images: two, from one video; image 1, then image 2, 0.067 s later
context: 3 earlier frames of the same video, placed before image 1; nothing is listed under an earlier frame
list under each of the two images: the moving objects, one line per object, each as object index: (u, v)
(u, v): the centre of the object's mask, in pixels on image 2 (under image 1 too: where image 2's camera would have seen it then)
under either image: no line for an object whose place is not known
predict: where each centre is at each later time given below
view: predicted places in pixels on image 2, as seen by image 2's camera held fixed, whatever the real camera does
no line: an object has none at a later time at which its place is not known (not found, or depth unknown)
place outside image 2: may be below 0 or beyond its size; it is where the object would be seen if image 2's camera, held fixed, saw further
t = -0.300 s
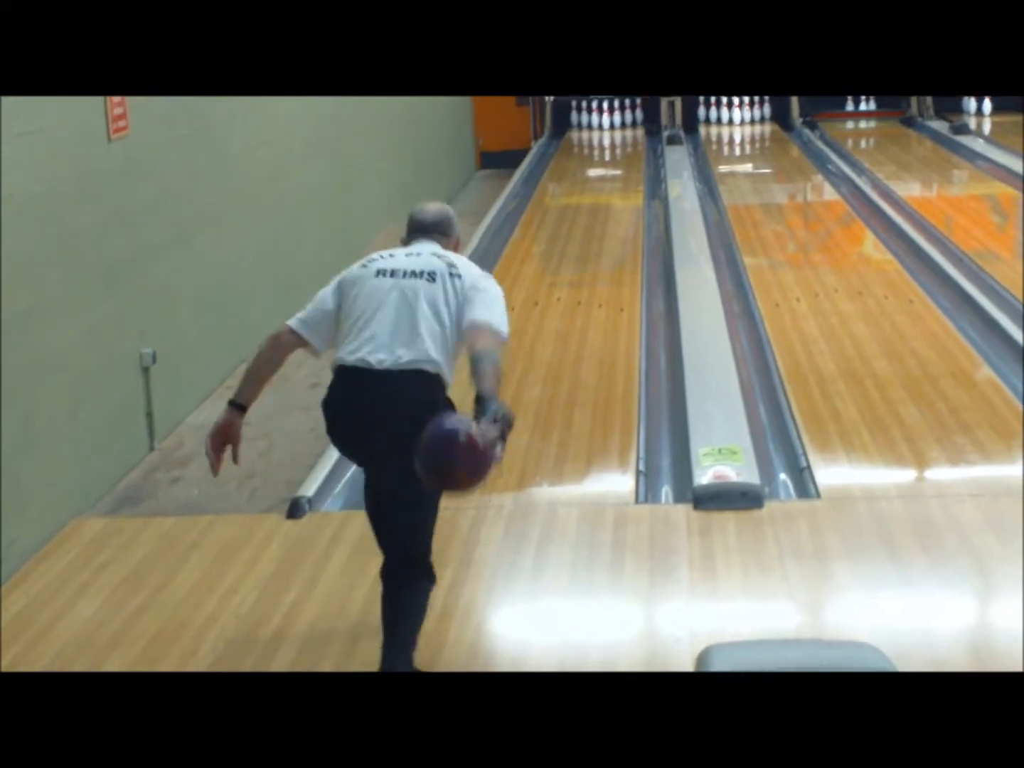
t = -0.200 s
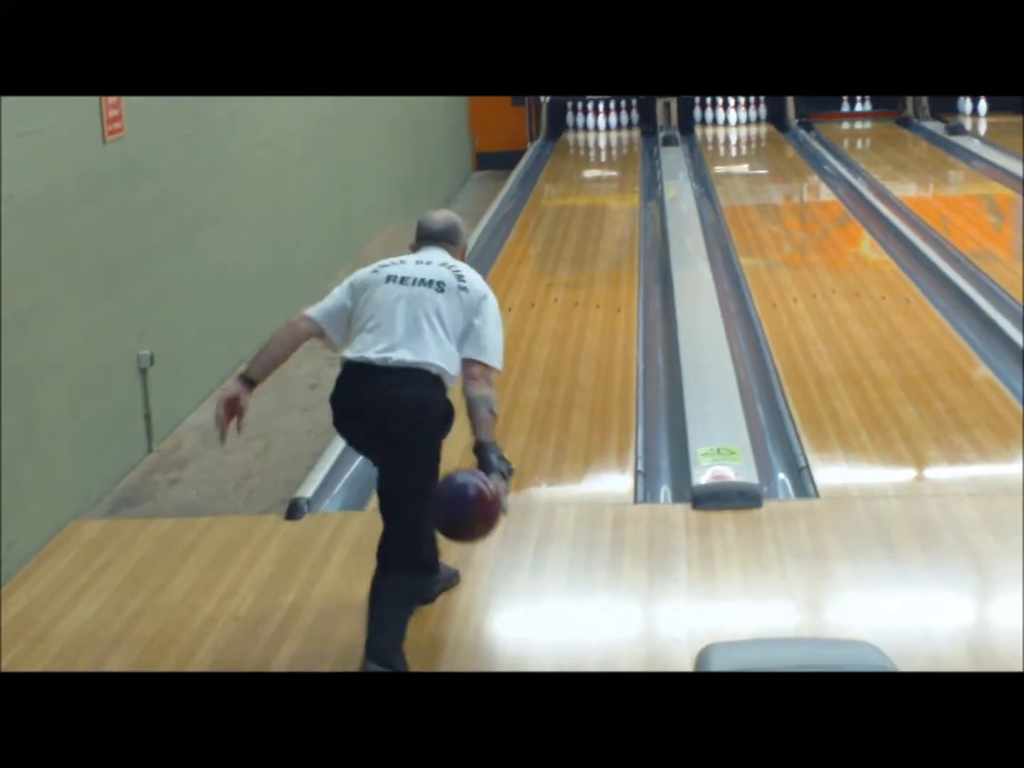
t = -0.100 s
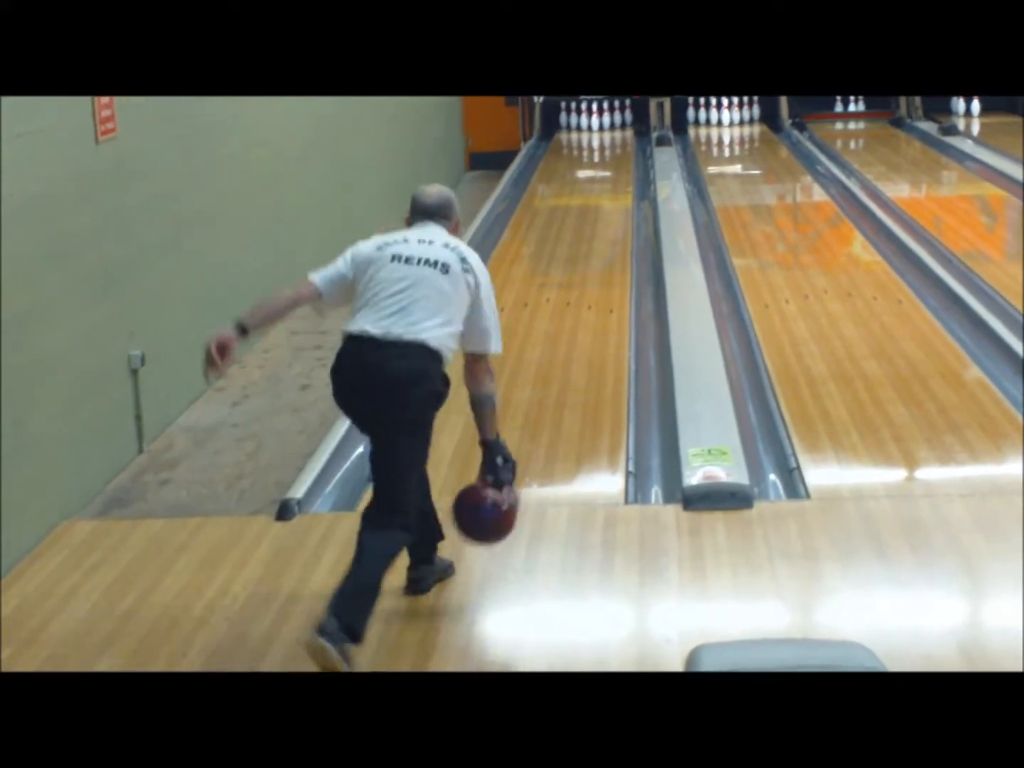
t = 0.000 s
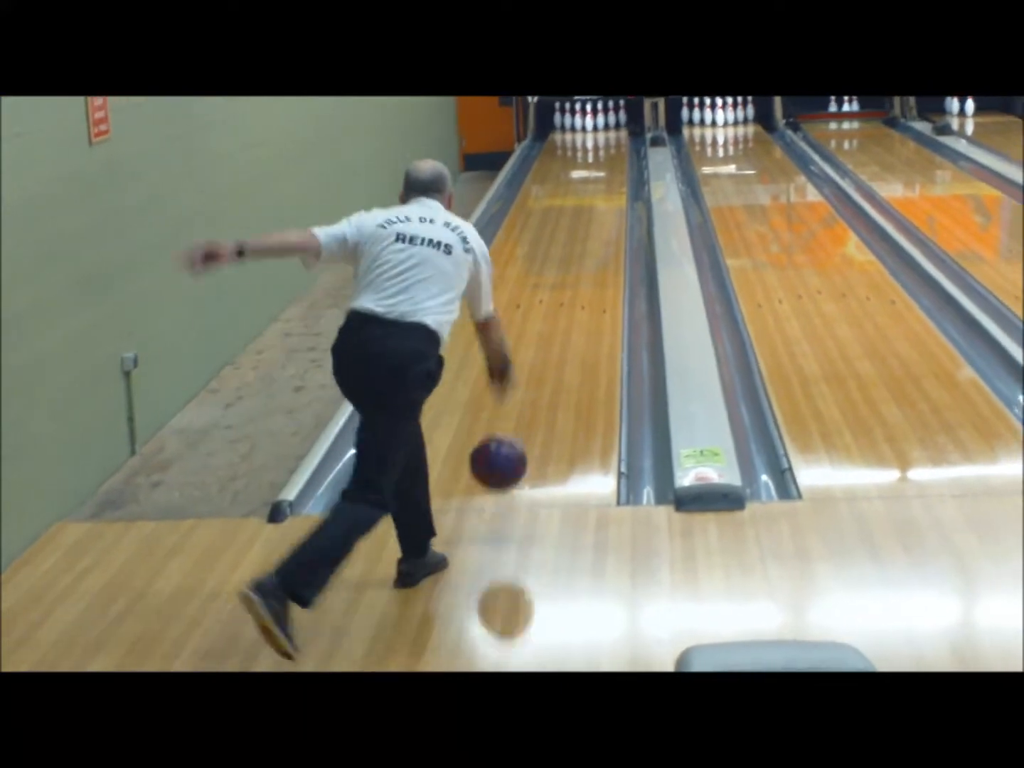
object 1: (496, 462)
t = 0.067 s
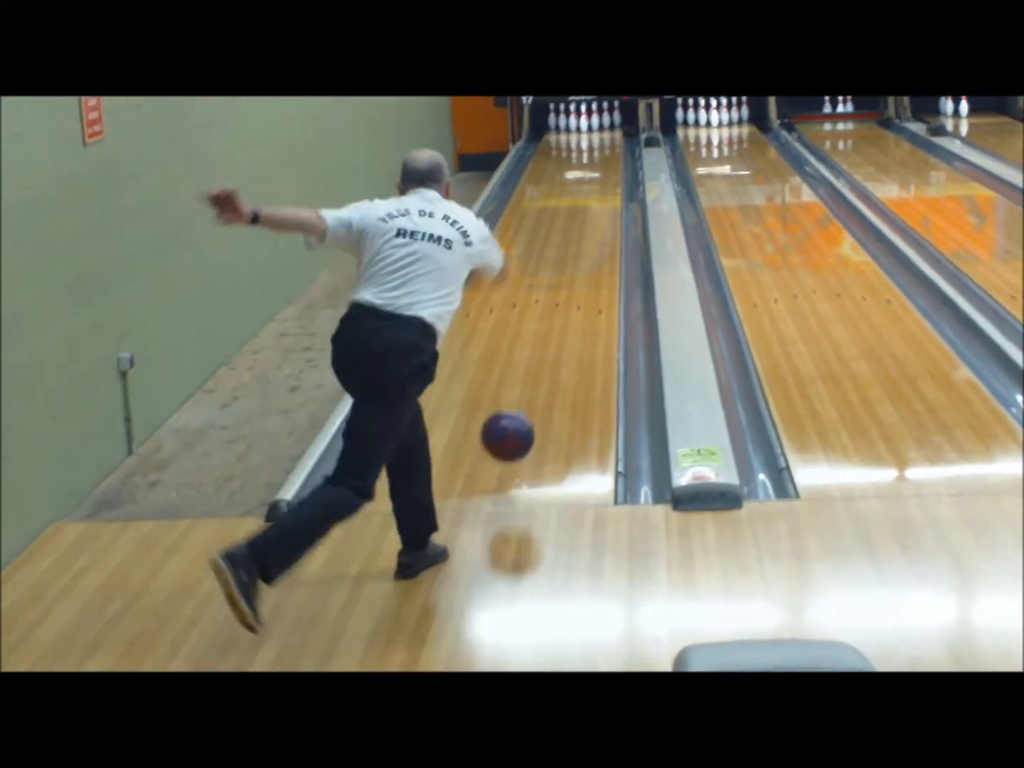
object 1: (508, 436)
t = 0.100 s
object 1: (513, 428)
